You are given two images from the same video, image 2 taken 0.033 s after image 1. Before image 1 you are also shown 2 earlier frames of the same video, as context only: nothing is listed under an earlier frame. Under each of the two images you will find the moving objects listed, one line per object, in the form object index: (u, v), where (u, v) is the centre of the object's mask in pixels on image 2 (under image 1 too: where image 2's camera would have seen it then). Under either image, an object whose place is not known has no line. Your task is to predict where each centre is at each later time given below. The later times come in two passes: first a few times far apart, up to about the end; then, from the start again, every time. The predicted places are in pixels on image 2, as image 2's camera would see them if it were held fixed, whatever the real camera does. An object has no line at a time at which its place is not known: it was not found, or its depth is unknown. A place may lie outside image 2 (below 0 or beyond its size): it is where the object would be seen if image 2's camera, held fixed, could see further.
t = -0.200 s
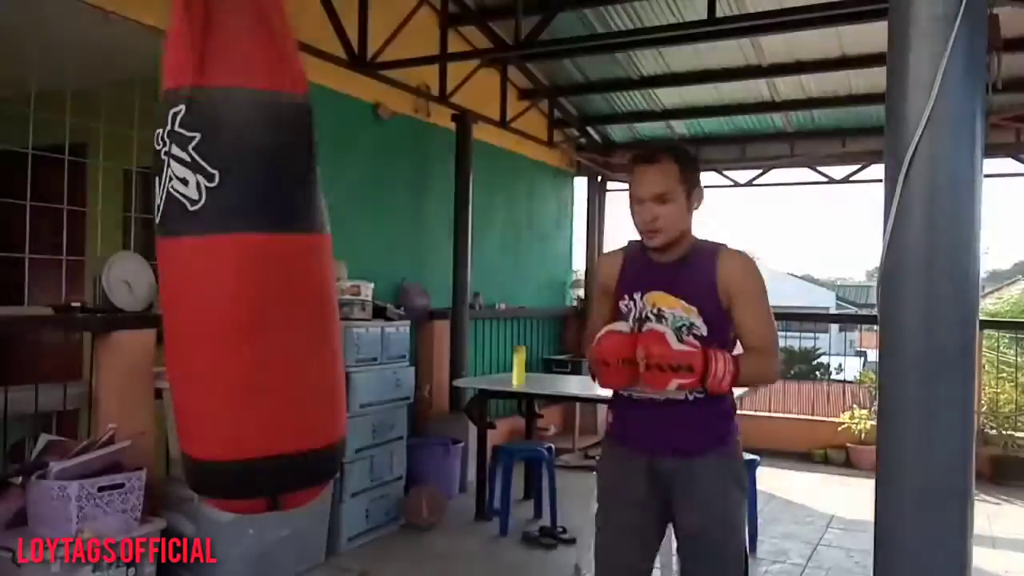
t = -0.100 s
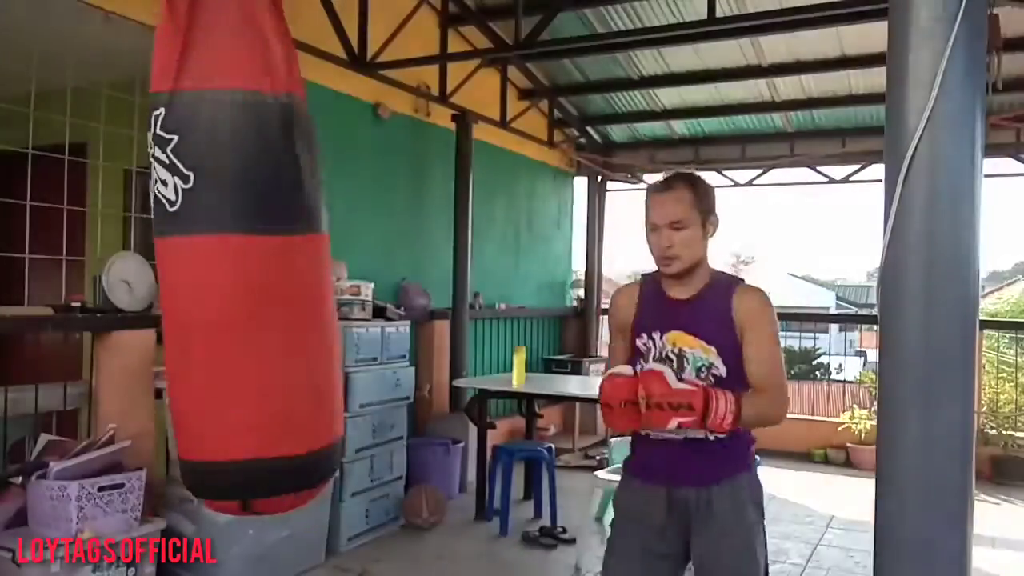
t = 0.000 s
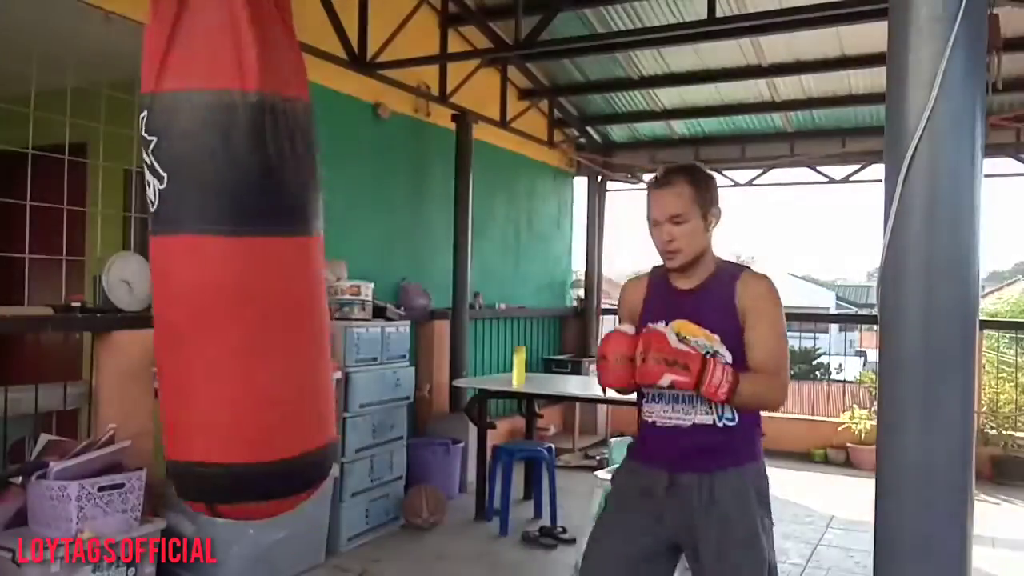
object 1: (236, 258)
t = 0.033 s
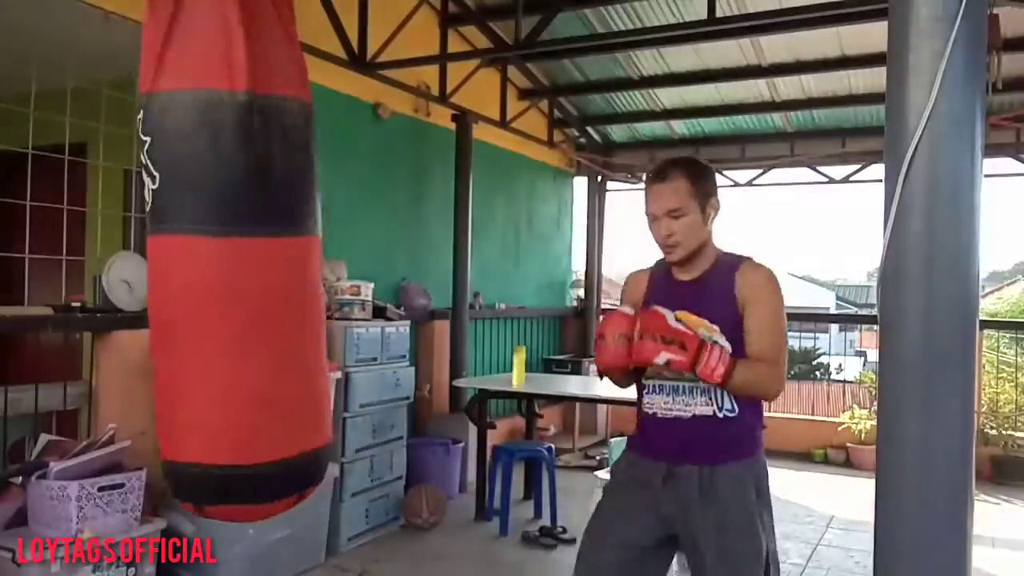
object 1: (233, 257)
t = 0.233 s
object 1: (210, 272)
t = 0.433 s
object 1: (182, 270)
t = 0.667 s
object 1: (162, 276)
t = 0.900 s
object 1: (163, 272)
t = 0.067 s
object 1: (230, 258)
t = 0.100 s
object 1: (227, 260)
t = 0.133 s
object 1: (223, 261)
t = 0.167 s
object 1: (219, 265)
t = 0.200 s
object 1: (215, 269)
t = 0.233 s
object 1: (210, 272)
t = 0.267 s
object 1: (205, 276)
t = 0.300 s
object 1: (199, 277)
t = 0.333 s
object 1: (194, 275)
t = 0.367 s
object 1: (190, 273)
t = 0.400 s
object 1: (185, 271)
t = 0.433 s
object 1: (182, 270)
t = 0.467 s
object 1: (178, 270)
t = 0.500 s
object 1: (175, 269)
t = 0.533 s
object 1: (171, 270)
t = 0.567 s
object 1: (169, 271)
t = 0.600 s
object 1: (166, 272)
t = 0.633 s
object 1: (164, 274)
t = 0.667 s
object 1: (162, 276)
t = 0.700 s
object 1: (160, 277)
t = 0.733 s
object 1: (159, 277)
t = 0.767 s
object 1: (158, 277)
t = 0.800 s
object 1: (158, 277)
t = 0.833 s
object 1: (159, 276)
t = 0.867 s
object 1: (160, 274)
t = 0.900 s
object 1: (163, 272)
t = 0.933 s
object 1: (165, 271)
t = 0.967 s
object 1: (169, 270)
